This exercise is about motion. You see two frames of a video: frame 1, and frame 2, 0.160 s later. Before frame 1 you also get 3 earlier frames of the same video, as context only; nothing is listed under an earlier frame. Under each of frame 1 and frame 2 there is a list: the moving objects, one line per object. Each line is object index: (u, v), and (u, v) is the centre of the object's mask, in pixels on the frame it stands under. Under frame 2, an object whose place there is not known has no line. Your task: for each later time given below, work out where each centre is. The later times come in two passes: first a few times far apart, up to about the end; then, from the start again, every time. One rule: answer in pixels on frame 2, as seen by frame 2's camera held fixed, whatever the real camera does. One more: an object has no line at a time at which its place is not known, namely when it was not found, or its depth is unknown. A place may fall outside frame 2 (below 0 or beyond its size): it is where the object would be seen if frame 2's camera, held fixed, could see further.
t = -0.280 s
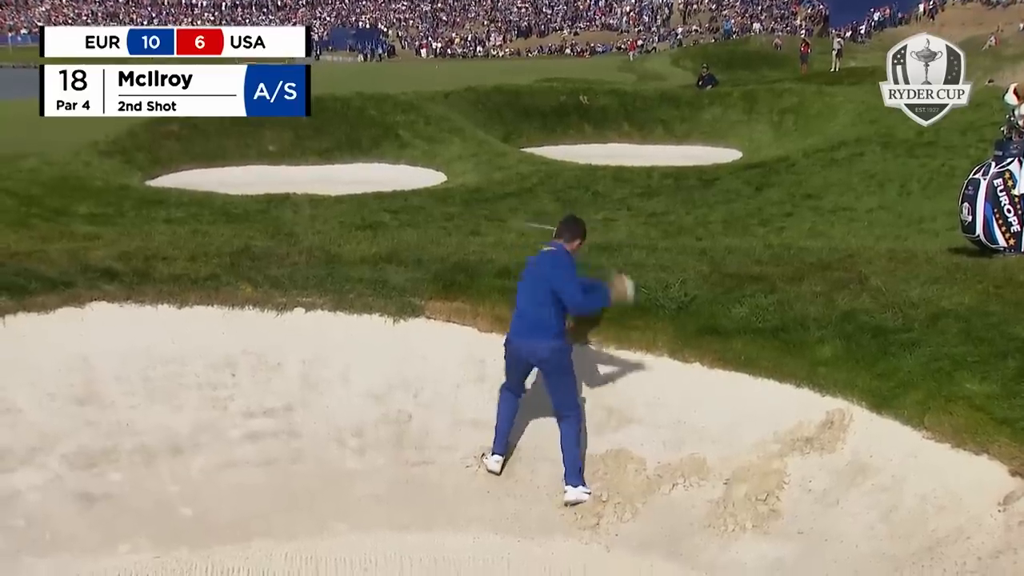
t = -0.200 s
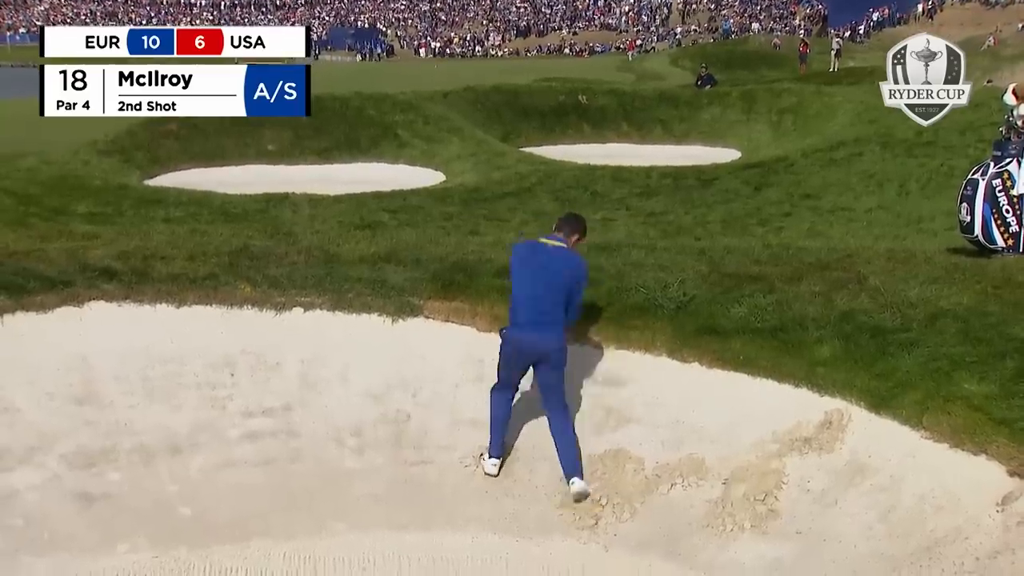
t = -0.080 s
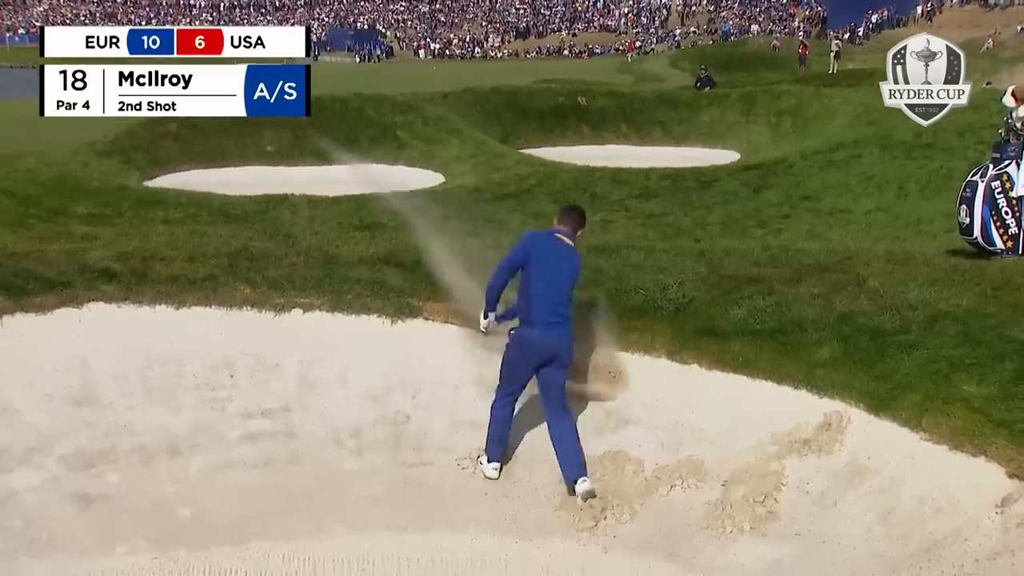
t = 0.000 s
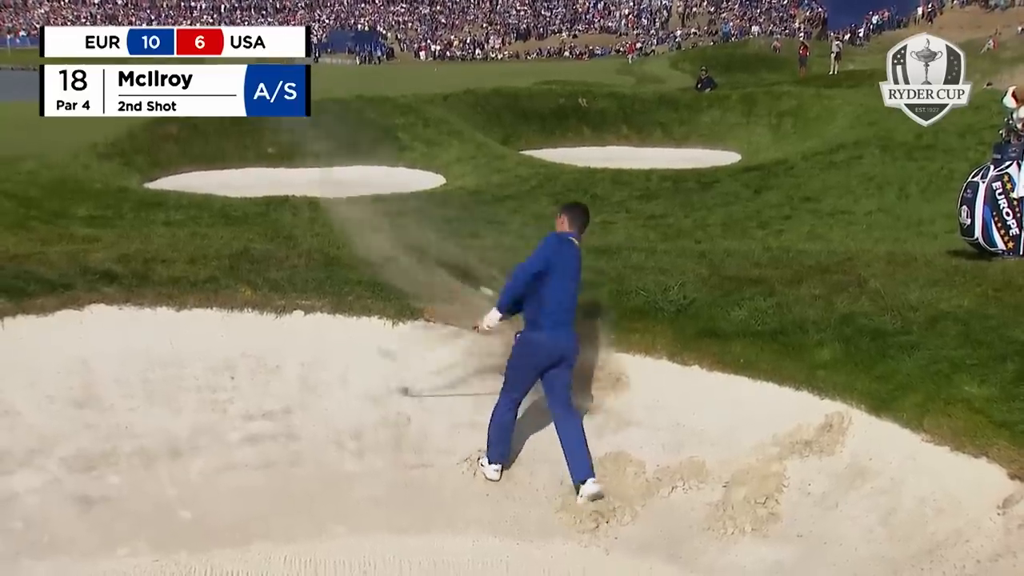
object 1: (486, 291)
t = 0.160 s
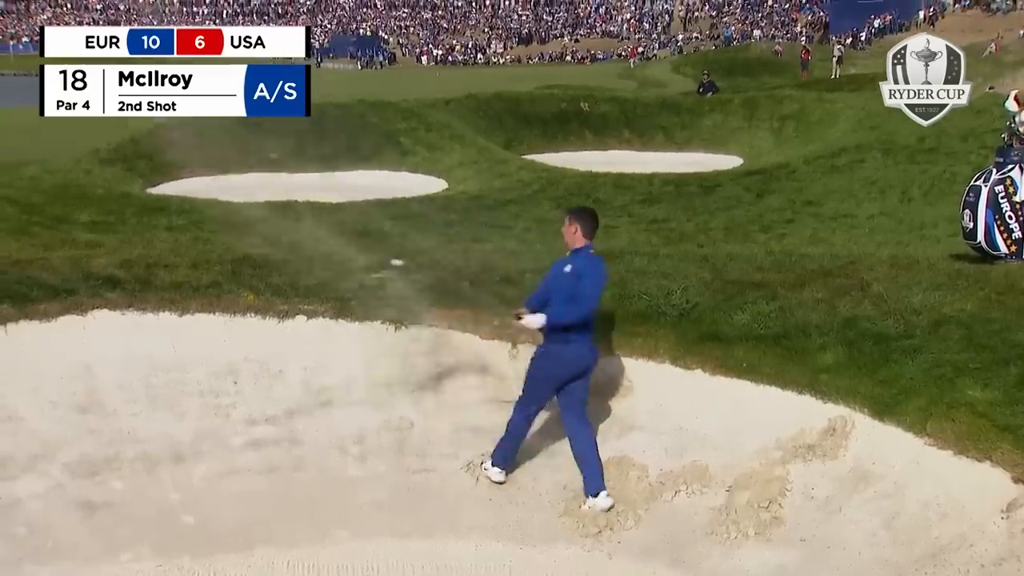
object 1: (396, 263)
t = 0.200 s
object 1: (374, 260)
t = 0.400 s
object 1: (262, 284)
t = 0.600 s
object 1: (207, 272)
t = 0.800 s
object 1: (171, 278)
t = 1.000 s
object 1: (156, 284)
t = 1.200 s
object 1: (152, 288)
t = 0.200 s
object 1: (374, 260)
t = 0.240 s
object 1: (350, 260)
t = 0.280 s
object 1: (328, 263)
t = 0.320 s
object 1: (306, 268)
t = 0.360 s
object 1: (283, 275)
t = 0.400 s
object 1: (262, 284)
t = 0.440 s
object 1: (244, 290)
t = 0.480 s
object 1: (234, 281)
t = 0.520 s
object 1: (225, 276)
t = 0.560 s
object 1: (216, 273)
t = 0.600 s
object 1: (207, 272)
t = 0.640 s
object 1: (197, 273)
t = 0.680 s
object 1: (188, 277)
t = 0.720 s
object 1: (180, 282)
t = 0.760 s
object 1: (174, 279)
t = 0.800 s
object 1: (171, 278)
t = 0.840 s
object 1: (168, 278)
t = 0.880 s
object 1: (165, 280)
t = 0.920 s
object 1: (162, 284)
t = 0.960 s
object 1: (159, 284)
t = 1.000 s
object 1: (156, 284)
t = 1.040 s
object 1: (154, 286)
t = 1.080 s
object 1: (153, 287)
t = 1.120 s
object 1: (152, 288)
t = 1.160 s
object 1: (152, 288)
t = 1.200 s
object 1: (152, 288)
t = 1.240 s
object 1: (152, 288)
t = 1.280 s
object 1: (152, 289)
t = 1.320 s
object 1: (152, 289)
